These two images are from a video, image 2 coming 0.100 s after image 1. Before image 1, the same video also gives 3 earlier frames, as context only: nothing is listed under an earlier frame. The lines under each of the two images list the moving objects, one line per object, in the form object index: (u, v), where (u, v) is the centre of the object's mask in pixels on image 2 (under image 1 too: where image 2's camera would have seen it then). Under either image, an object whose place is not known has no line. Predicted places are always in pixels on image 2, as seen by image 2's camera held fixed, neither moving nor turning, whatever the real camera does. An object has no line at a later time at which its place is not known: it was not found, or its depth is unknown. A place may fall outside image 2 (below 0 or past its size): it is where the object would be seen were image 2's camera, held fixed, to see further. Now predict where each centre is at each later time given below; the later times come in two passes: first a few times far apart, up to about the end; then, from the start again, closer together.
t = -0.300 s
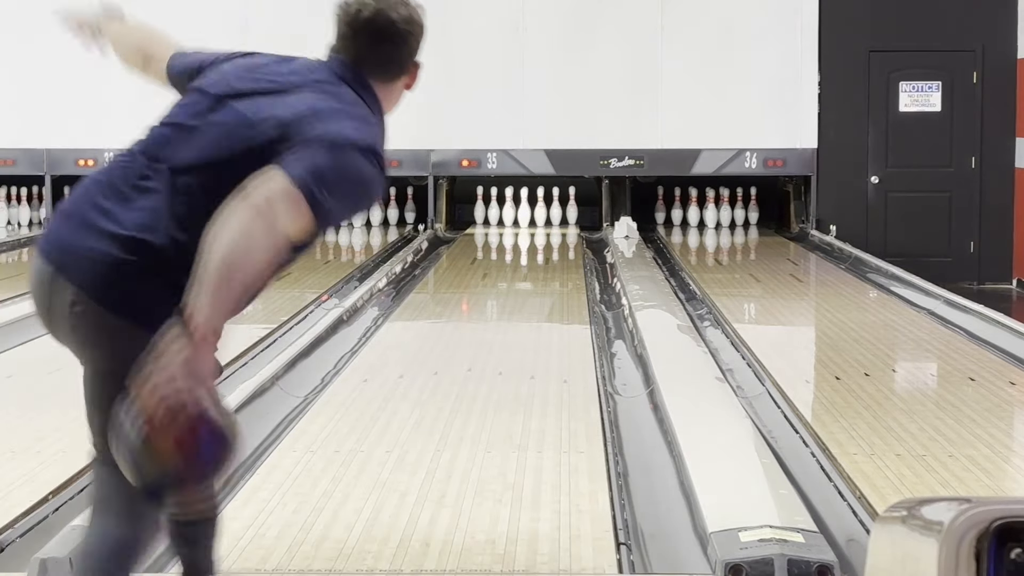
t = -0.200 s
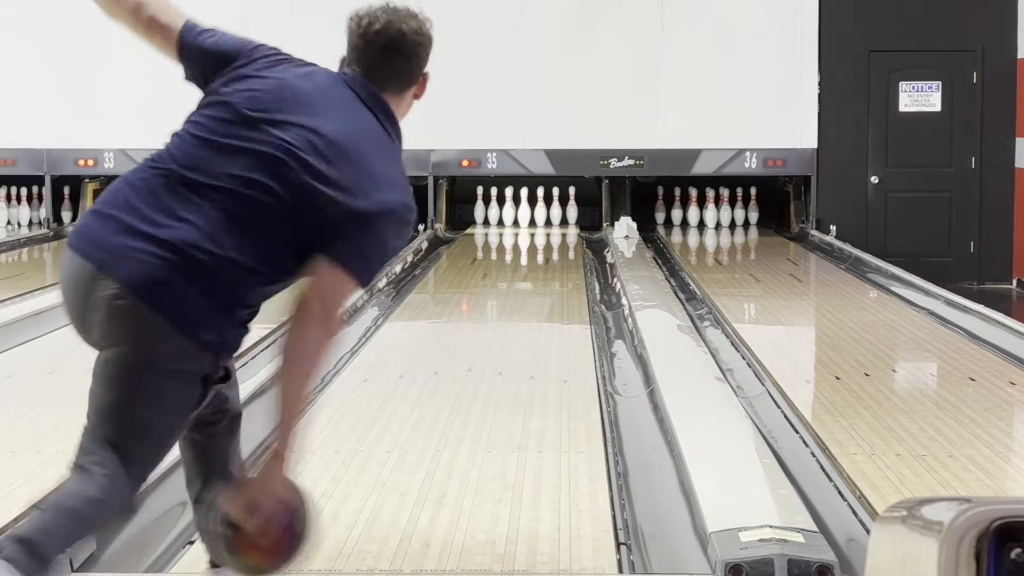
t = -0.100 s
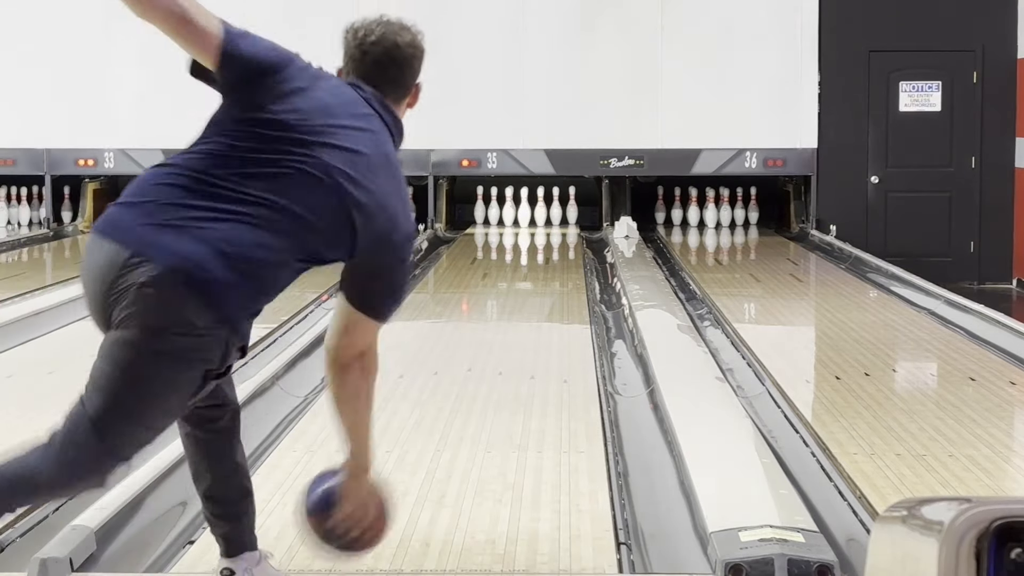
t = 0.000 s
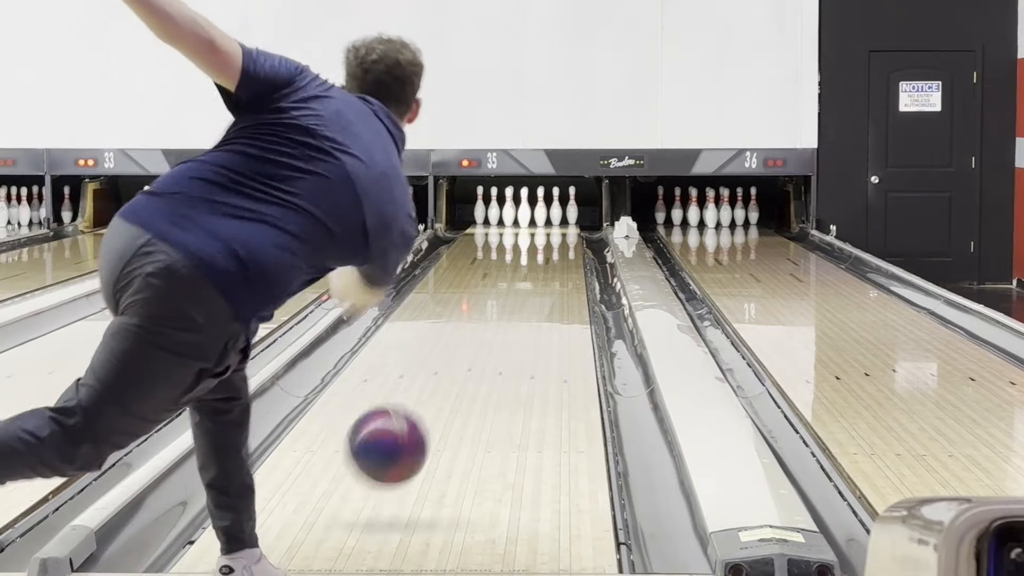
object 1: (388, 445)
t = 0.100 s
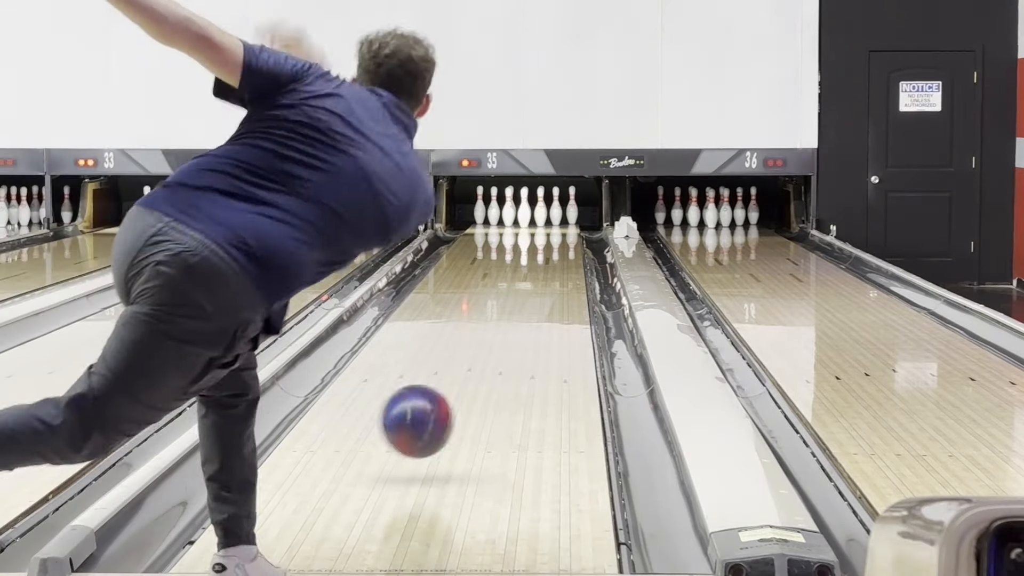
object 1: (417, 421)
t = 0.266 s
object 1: (454, 396)
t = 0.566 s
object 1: (496, 337)
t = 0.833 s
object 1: (519, 303)
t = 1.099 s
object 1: (535, 277)
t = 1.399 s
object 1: (547, 256)
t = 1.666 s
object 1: (551, 241)
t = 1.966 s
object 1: (548, 229)
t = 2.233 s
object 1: (538, 220)
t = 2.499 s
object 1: (530, 215)
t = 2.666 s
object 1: (530, 213)
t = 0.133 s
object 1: (426, 421)
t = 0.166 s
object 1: (433, 423)
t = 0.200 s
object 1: (441, 412)
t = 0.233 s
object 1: (448, 402)
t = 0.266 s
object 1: (454, 396)
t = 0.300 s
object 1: (460, 388)
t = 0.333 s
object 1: (465, 380)
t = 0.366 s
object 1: (471, 373)
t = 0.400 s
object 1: (476, 366)
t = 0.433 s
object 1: (480, 360)
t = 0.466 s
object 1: (484, 354)
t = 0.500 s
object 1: (489, 348)
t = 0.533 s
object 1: (493, 342)
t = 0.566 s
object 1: (496, 337)
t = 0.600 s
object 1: (500, 332)
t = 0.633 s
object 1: (503, 327)
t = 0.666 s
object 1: (506, 323)
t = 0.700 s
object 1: (509, 318)
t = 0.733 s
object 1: (512, 314)
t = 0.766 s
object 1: (515, 310)
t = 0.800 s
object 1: (517, 306)
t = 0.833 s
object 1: (519, 303)
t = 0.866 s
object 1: (522, 299)
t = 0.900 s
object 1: (524, 296)
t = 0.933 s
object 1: (526, 292)
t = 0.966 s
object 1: (528, 289)
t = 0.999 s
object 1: (530, 286)
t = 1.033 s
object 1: (532, 283)
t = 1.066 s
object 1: (534, 280)
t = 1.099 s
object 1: (535, 277)
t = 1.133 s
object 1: (537, 274)
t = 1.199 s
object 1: (539, 269)
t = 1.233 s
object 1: (541, 267)
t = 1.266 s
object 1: (542, 264)
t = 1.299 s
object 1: (544, 262)
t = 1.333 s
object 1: (544, 260)
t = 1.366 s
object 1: (545, 258)
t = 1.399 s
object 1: (547, 256)
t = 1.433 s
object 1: (548, 254)
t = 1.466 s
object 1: (548, 252)
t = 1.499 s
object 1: (549, 250)
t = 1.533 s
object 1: (549, 248)
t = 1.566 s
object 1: (550, 246)
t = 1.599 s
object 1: (551, 244)
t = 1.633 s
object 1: (551, 243)
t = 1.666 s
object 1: (551, 241)
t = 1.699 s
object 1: (552, 240)
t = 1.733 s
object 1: (552, 238)
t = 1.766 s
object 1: (552, 236)
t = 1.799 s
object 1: (551, 235)
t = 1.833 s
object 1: (551, 234)
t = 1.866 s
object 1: (550, 232)
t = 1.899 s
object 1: (550, 231)
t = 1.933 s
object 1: (549, 230)
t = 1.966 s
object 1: (548, 229)
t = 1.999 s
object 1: (547, 227)
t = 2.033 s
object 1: (546, 226)
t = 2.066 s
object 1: (545, 225)
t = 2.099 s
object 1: (543, 224)
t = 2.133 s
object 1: (542, 223)
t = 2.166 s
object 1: (541, 222)
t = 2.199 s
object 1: (540, 221)
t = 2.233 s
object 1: (538, 220)
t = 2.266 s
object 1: (536, 219)
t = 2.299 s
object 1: (534, 218)
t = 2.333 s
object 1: (532, 218)
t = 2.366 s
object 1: (531, 217)
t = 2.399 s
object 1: (531, 217)
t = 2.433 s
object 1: (531, 216)
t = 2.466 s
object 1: (530, 215)
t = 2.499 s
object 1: (530, 215)
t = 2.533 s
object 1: (530, 215)
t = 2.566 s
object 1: (531, 215)
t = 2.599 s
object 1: (531, 214)
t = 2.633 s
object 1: (531, 214)
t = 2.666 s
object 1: (530, 213)
